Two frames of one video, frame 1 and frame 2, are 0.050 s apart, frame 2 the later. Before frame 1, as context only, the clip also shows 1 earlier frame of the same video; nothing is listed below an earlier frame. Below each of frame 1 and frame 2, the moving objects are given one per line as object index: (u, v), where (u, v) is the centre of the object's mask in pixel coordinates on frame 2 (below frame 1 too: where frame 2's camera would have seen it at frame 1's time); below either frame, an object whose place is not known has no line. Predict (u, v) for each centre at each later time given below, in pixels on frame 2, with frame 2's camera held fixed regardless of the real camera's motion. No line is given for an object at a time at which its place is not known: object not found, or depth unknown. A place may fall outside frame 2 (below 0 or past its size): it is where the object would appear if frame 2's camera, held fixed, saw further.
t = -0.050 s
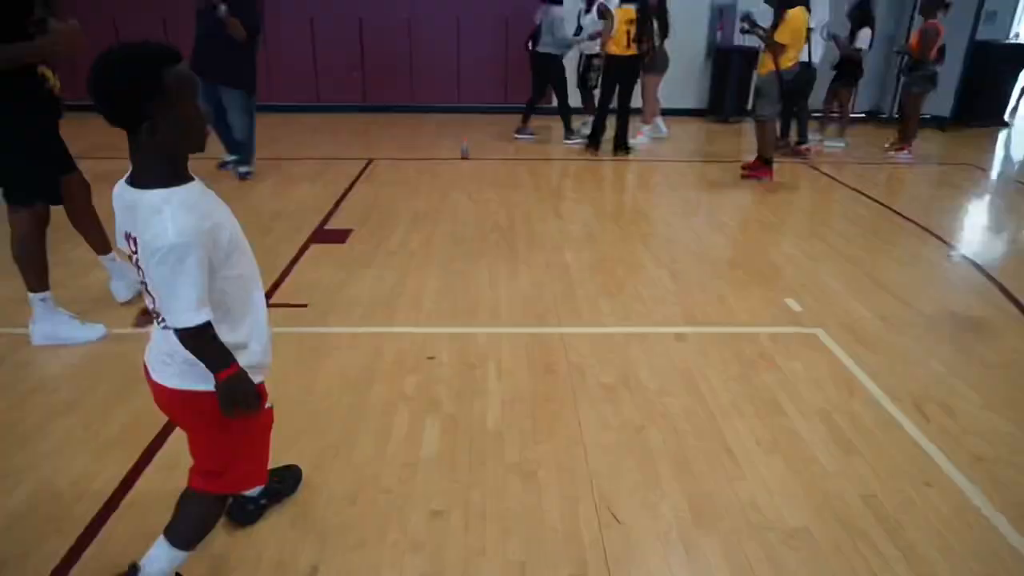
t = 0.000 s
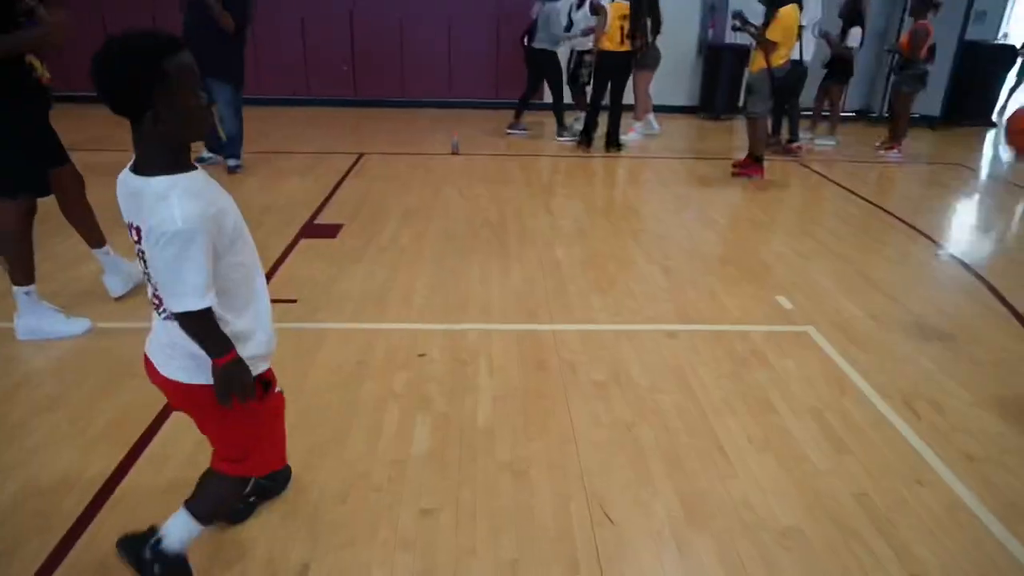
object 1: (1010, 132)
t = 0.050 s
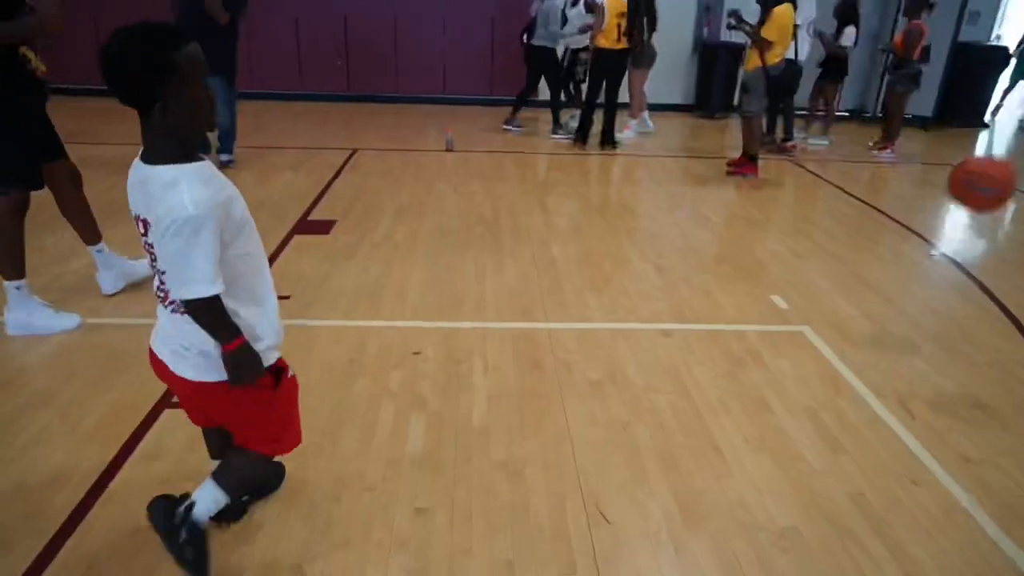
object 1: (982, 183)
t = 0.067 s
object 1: (965, 201)
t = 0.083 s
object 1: (946, 221)
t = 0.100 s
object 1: (927, 242)
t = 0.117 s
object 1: (910, 262)
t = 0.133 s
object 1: (893, 282)
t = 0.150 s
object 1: (874, 303)
